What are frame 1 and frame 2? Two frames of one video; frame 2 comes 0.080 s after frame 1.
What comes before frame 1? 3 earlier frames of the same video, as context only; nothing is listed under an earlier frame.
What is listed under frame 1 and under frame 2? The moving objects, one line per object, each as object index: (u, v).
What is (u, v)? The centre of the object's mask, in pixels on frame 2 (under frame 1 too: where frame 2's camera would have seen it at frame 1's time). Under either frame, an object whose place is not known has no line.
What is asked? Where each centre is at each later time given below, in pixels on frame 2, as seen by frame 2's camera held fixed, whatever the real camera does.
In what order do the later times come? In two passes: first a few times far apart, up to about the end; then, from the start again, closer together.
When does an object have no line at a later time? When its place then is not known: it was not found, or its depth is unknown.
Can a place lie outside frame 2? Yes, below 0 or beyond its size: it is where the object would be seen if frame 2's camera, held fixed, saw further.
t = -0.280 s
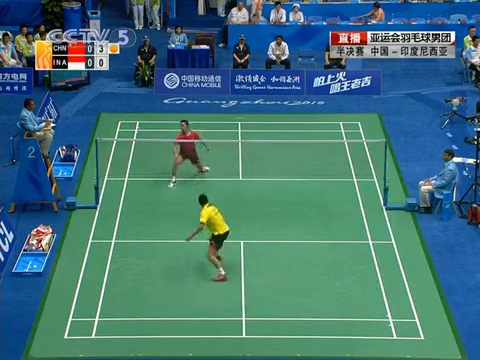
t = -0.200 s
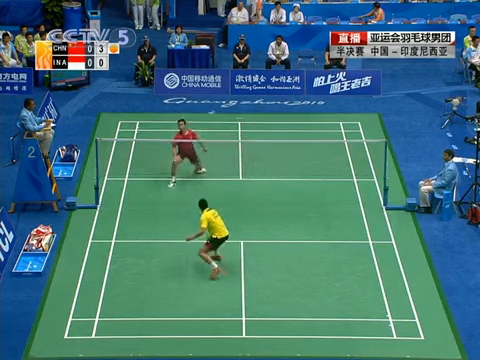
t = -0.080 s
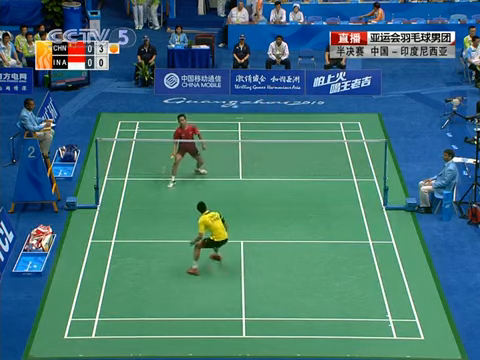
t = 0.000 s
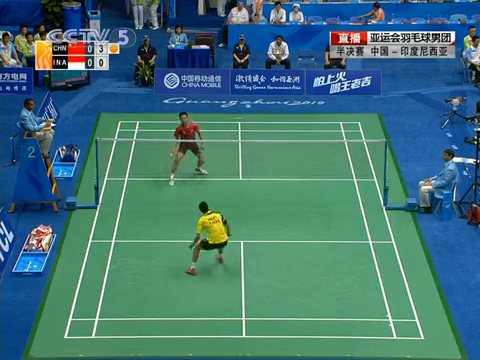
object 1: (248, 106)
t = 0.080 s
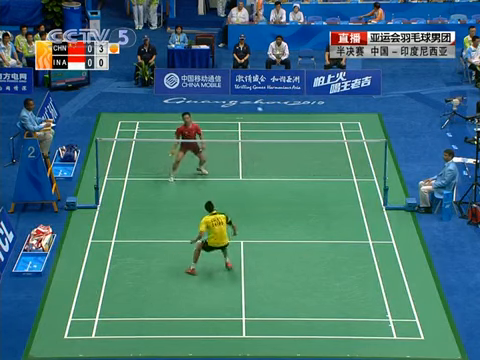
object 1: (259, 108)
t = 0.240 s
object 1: (279, 123)
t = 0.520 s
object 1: (305, 171)
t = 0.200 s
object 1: (275, 118)
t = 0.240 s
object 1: (279, 123)
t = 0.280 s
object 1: (284, 127)
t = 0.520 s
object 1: (305, 171)
